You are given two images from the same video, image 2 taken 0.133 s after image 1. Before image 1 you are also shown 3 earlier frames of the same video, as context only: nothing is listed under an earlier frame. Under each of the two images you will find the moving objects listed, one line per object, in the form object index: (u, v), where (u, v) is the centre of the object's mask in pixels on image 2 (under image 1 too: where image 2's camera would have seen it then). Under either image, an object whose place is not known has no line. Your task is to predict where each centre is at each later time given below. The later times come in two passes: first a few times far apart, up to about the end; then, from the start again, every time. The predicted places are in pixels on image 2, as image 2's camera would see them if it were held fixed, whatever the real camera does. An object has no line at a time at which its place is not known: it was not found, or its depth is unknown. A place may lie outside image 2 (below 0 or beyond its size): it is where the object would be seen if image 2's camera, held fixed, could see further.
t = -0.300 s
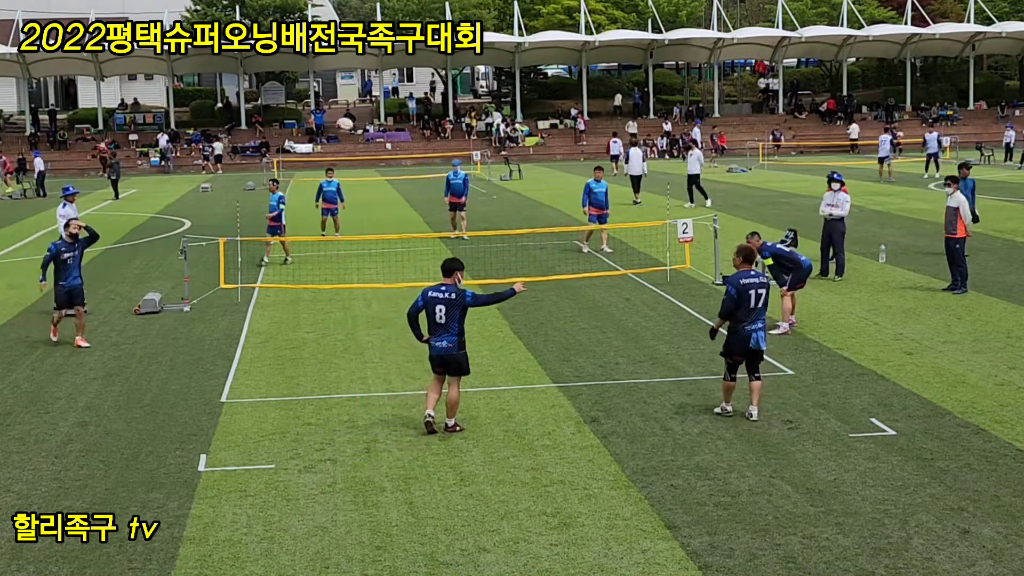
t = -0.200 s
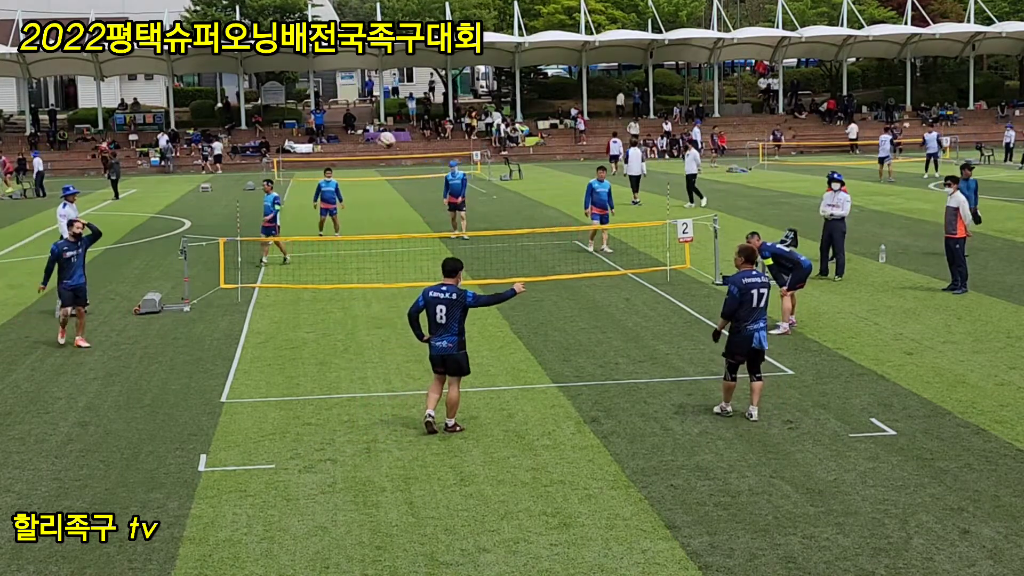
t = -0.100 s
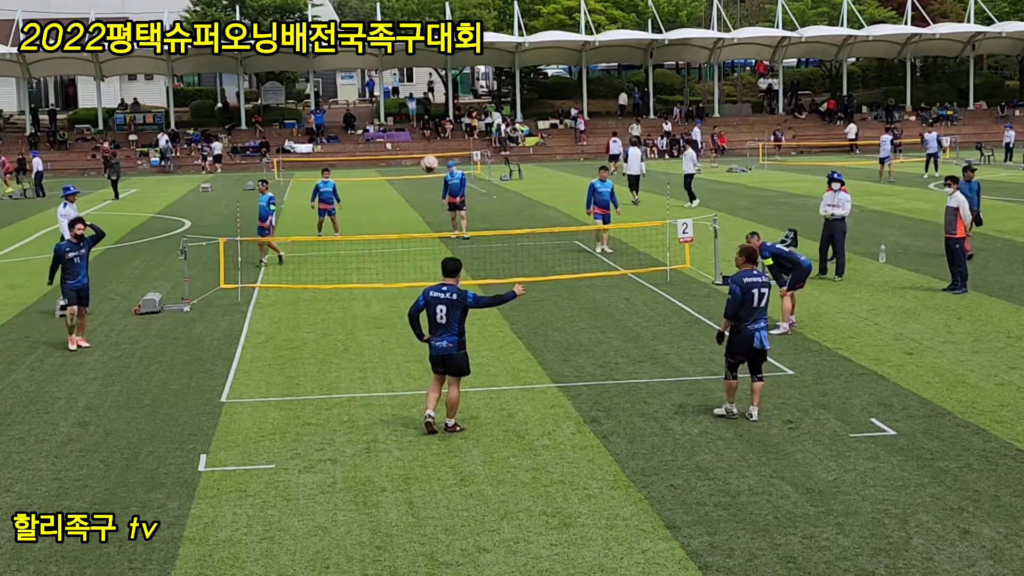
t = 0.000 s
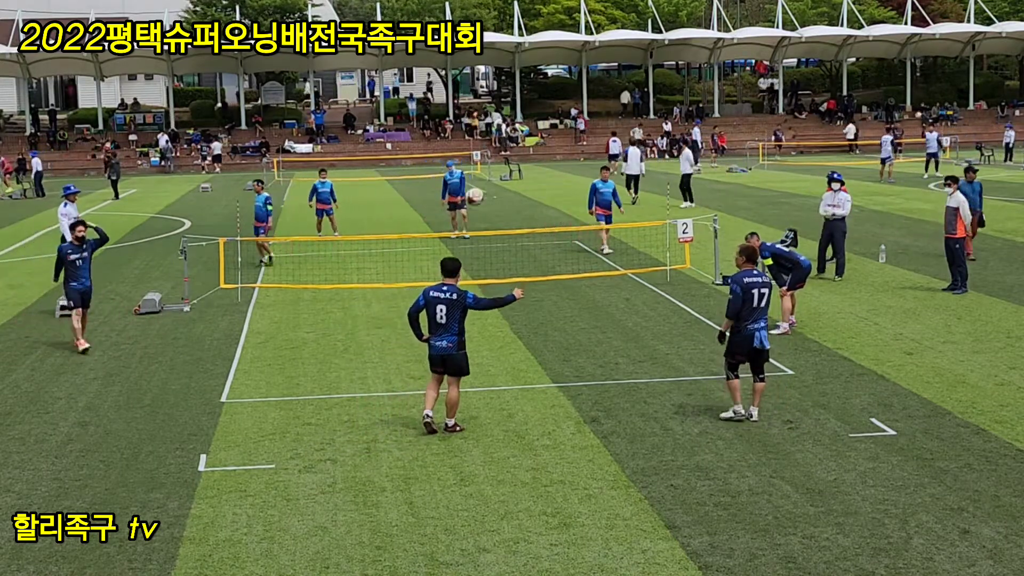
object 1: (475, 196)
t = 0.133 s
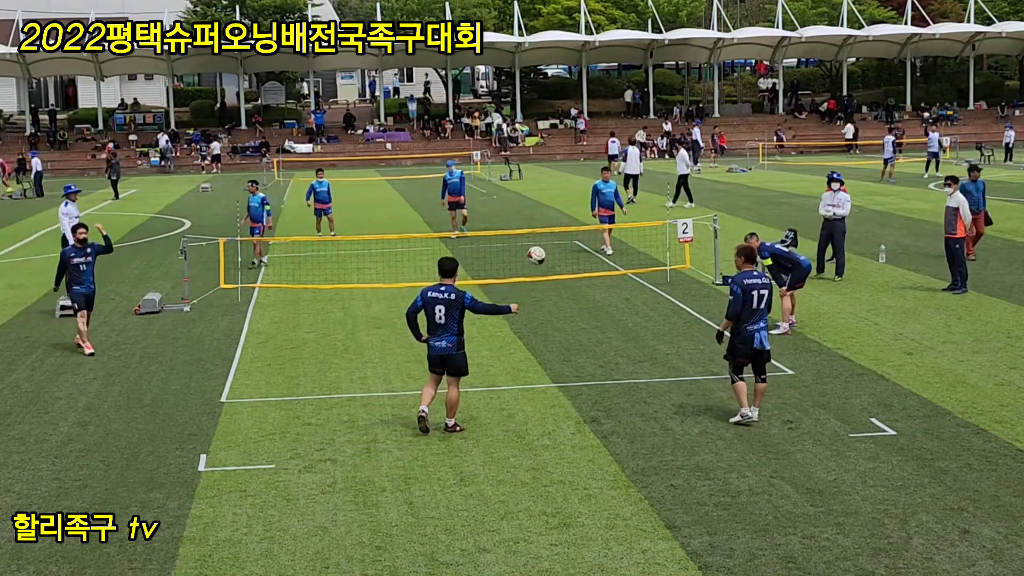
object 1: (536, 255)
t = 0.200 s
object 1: (569, 291)
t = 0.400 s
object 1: (655, 384)
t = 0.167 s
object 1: (553, 273)
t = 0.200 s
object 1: (569, 291)
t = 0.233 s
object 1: (583, 311)
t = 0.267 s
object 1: (599, 332)
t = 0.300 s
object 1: (615, 354)
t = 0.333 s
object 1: (630, 377)
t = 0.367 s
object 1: (646, 400)
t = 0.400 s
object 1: (655, 384)
